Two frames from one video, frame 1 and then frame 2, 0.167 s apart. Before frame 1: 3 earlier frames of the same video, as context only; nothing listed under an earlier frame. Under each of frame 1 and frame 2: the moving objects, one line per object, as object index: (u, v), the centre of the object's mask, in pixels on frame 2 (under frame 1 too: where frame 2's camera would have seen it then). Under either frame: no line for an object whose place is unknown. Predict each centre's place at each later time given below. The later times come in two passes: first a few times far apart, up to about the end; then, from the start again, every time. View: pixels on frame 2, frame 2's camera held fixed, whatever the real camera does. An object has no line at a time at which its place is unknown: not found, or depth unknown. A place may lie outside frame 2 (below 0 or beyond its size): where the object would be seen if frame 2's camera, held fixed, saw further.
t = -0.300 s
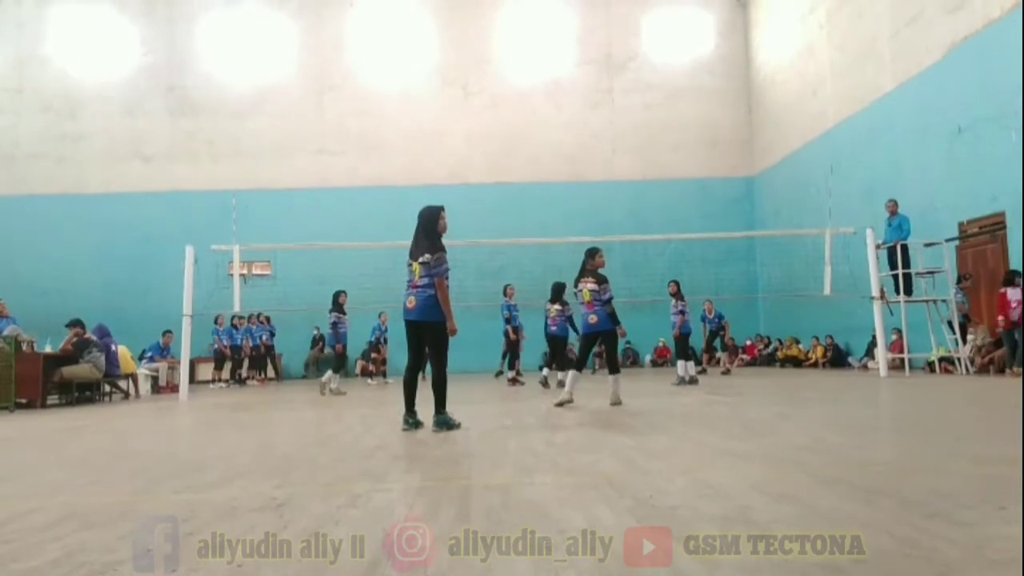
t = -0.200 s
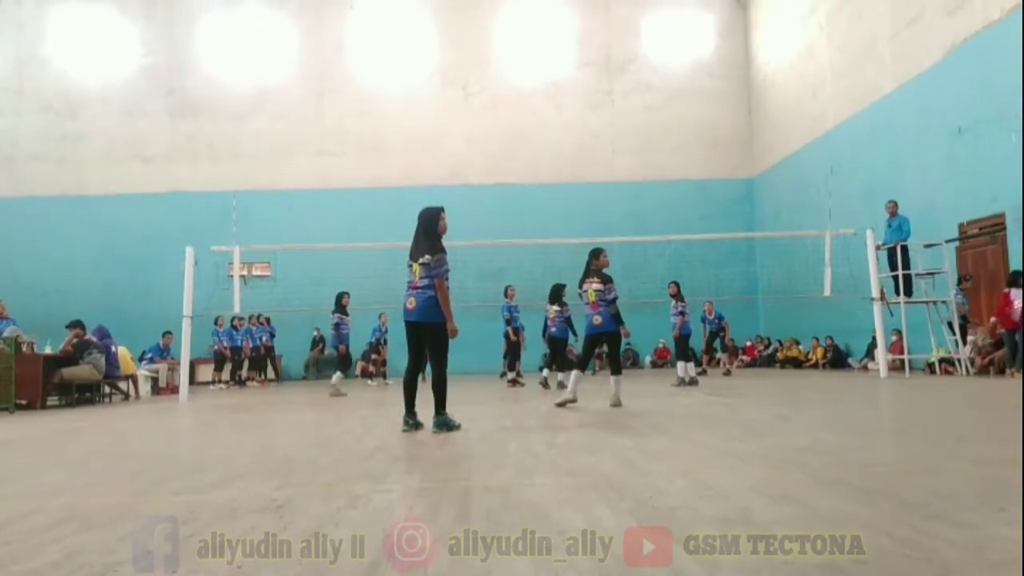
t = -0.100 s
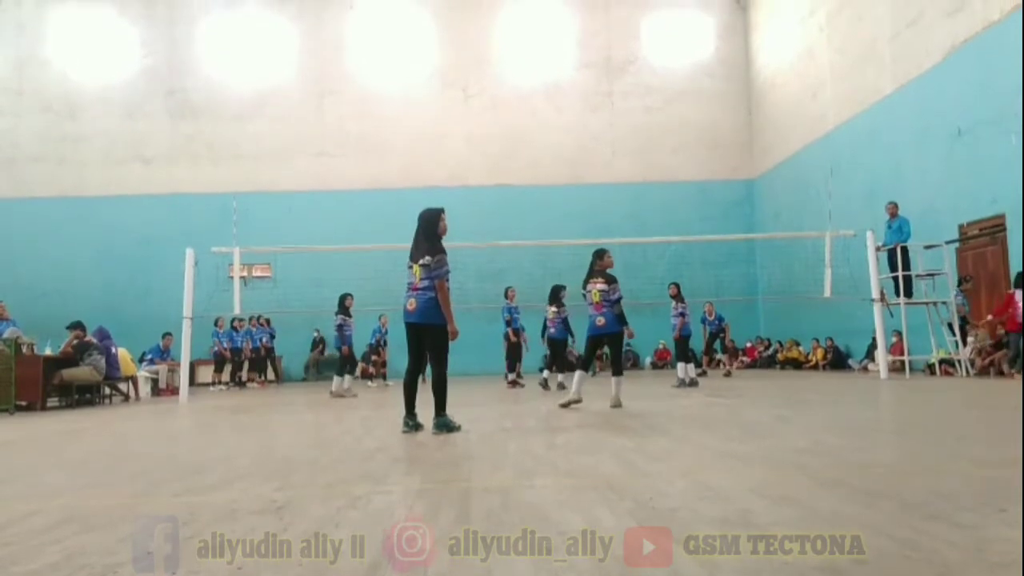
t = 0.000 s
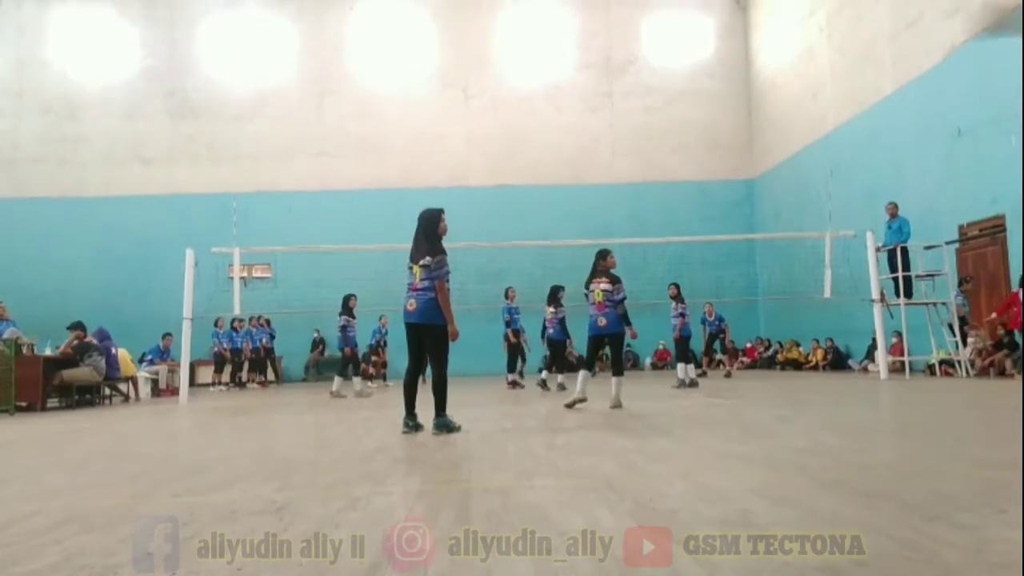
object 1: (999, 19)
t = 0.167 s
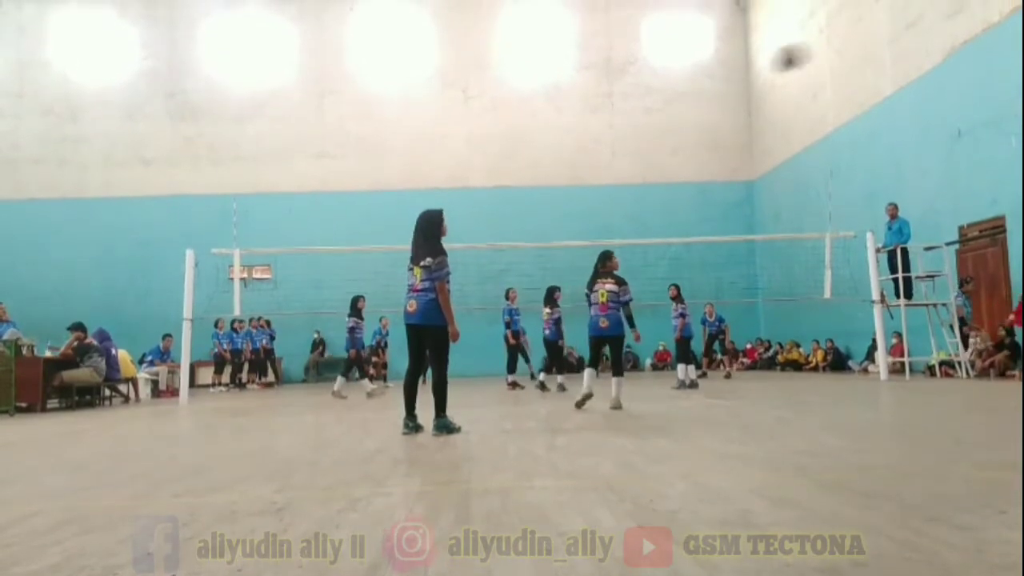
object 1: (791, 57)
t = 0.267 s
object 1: (721, 83)
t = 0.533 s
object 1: (624, 148)
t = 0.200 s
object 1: (764, 66)
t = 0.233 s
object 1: (740, 76)
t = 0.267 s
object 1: (721, 83)
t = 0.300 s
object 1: (703, 92)
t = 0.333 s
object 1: (688, 99)
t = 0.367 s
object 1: (674, 106)
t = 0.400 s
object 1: (662, 114)
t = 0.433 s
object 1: (651, 123)
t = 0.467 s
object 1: (642, 130)
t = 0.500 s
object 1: (633, 138)
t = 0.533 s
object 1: (624, 148)
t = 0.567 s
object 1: (616, 156)
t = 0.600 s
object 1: (609, 164)
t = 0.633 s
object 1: (602, 173)
